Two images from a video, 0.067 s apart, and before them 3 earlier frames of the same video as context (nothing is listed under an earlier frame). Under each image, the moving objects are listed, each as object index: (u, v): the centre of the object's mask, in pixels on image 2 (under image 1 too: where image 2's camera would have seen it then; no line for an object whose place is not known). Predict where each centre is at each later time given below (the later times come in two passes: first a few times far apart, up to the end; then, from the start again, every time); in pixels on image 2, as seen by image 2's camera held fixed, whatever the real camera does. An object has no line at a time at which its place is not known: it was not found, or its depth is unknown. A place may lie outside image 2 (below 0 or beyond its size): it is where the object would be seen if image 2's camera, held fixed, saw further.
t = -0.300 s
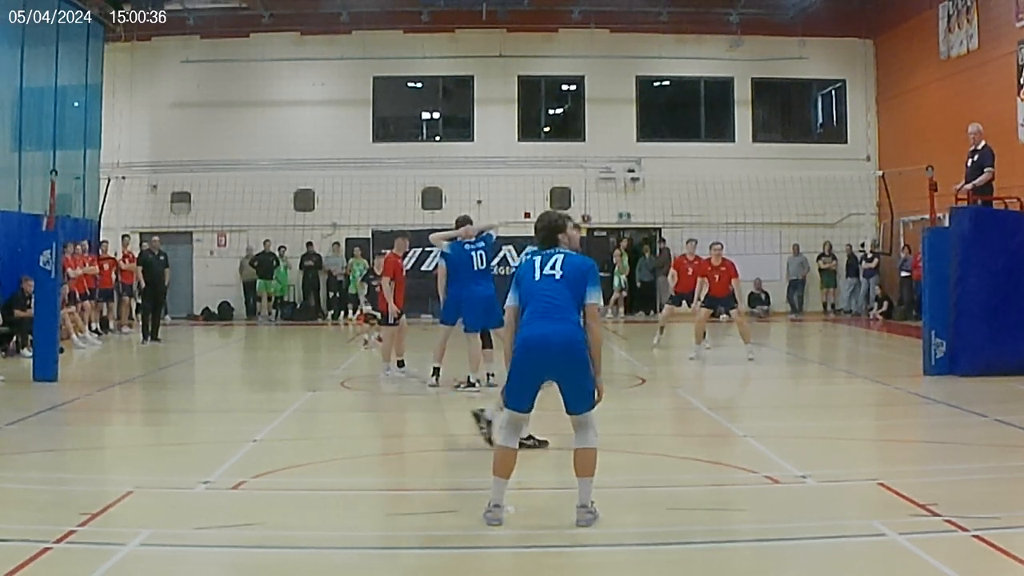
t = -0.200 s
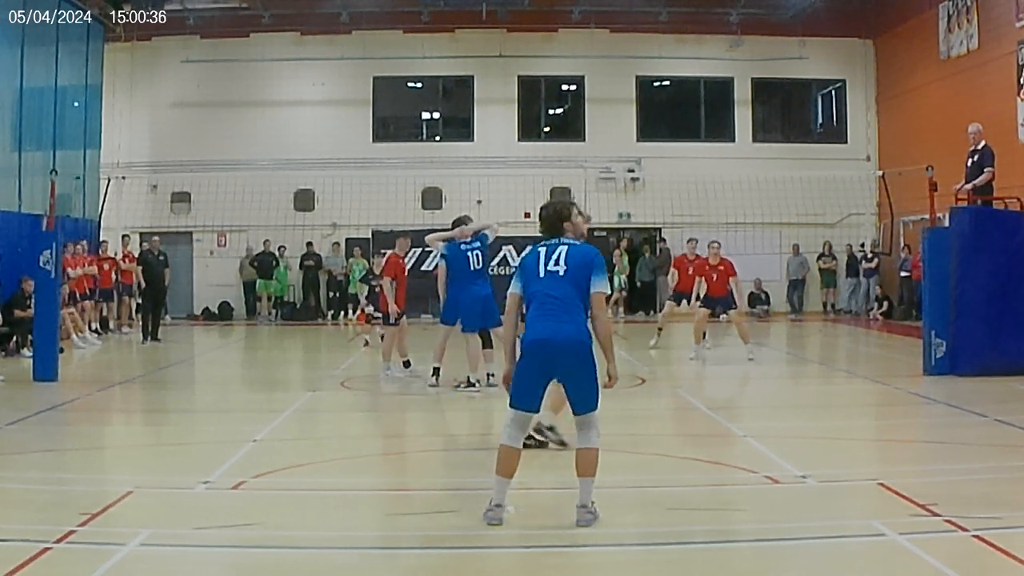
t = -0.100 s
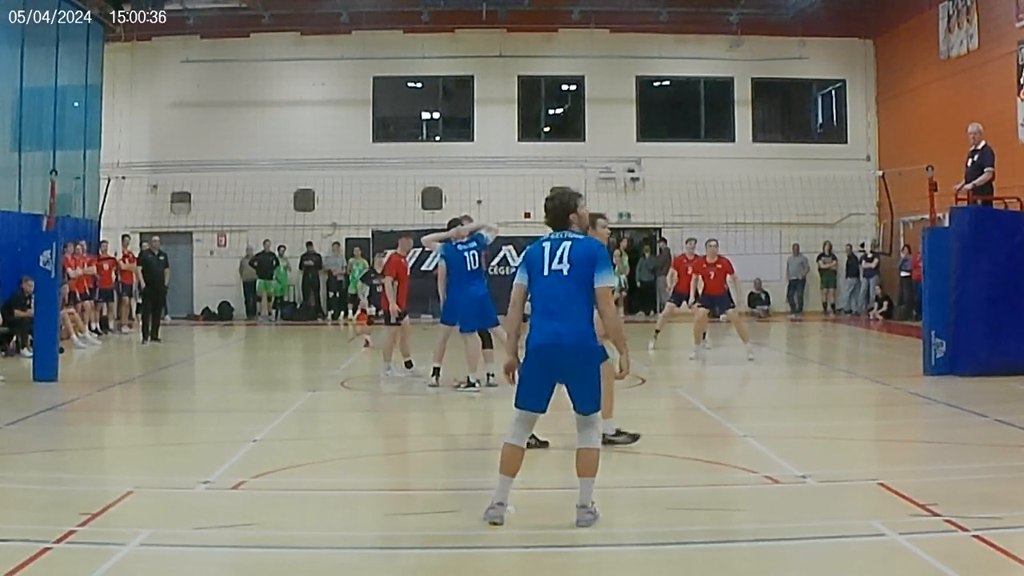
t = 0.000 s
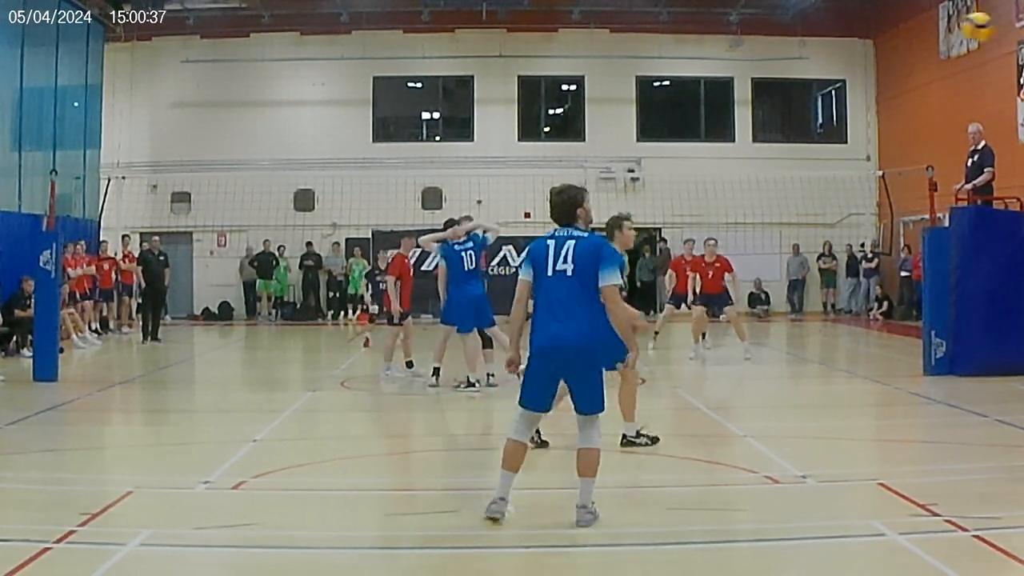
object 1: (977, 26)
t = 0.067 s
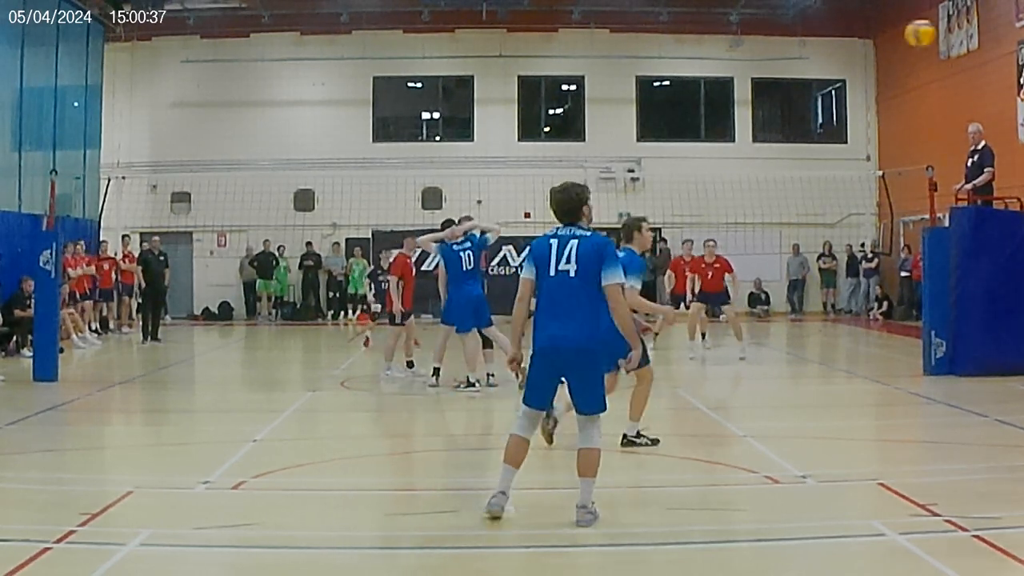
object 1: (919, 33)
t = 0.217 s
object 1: (822, 59)
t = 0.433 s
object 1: (731, 113)
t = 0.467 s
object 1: (721, 123)
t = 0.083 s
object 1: (907, 35)
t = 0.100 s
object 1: (894, 38)
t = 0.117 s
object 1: (883, 41)
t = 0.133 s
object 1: (872, 43)
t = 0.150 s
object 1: (862, 46)
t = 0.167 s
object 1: (851, 50)
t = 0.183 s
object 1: (841, 52)
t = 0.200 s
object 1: (832, 56)
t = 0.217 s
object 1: (822, 59)
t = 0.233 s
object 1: (814, 62)
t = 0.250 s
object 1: (806, 66)
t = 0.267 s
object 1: (797, 70)
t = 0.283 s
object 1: (789, 75)
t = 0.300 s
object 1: (781, 79)
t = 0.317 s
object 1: (775, 82)
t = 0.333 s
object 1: (767, 87)
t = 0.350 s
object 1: (761, 91)
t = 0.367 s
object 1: (756, 95)
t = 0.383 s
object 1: (750, 99)
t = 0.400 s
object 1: (743, 104)
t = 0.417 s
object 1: (736, 109)
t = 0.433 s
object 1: (731, 113)
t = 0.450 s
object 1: (726, 118)
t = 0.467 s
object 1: (721, 123)
